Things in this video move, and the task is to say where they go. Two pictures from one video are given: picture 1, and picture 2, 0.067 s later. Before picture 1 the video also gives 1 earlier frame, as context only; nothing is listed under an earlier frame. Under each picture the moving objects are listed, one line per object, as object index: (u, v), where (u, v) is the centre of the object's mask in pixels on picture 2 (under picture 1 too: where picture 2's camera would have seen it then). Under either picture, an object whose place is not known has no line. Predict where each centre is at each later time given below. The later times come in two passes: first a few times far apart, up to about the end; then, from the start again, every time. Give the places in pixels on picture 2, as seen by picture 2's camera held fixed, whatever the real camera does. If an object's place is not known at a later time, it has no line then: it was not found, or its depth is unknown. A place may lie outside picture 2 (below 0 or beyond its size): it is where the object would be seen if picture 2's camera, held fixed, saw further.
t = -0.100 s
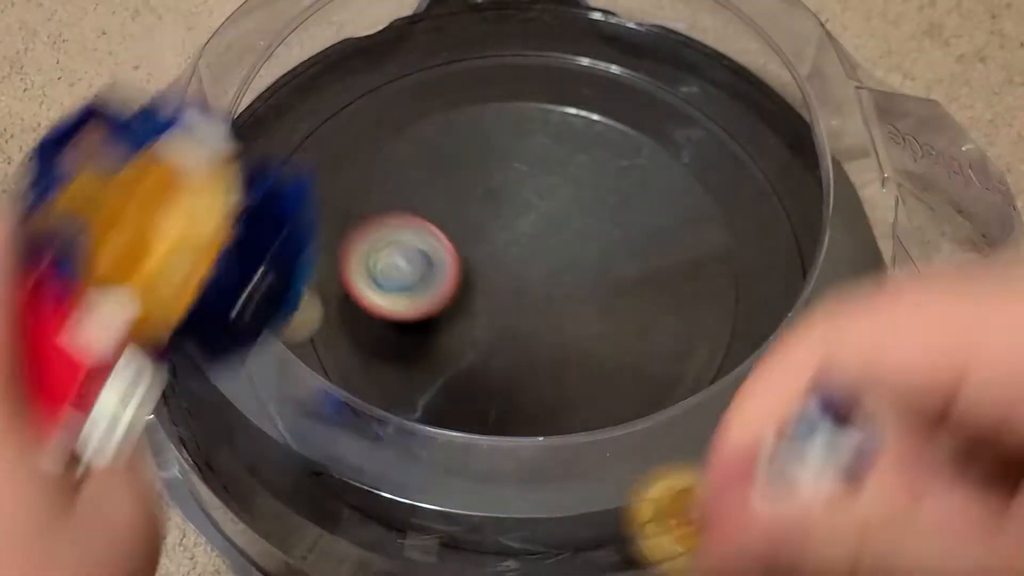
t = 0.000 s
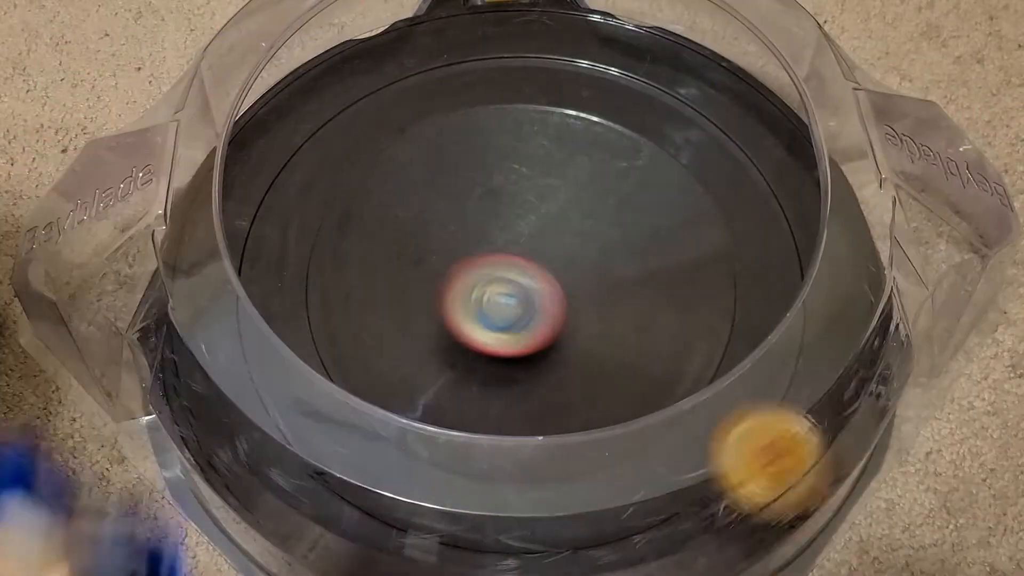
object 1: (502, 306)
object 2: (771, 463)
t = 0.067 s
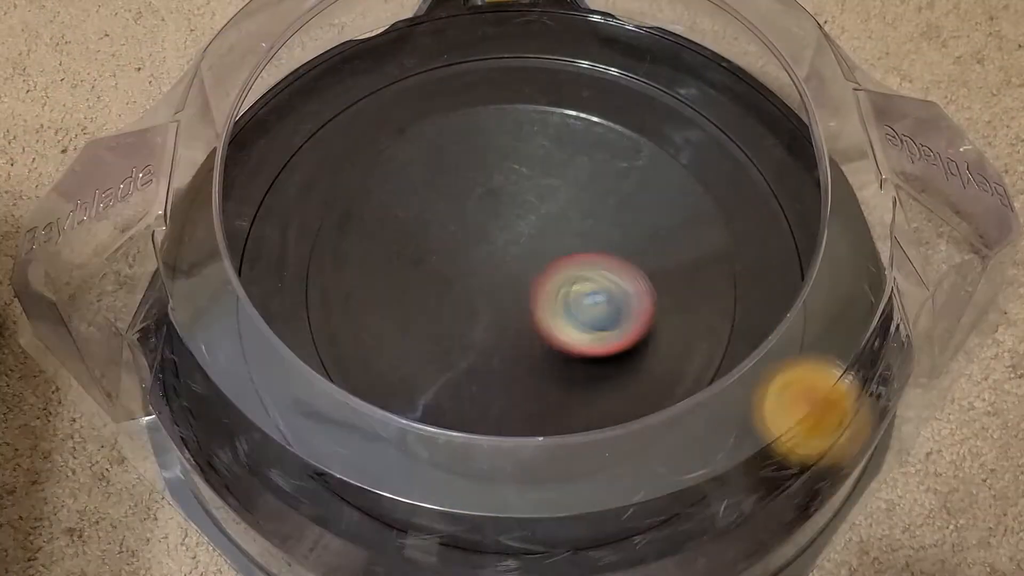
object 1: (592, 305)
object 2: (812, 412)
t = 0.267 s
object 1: (688, 154)
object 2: (824, 264)
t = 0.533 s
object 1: (380, 45)
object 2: (829, 158)
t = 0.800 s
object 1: (315, 445)
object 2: (667, 174)
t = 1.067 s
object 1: (828, 312)
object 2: (365, 280)
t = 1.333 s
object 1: (390, 37)
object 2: (342, 489)
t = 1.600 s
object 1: (445, 515)
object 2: (581, 538)
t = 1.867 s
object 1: (680, 245)
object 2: (868, 161)
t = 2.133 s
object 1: (471, 35)
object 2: (936, 248)
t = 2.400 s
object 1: (219, 237)
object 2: (944, 228)
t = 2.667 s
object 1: (430, 312)
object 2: (934, 219)
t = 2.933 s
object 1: (711, 173)
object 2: (934, 221)
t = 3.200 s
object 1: (613, 34)
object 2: (918, 217)
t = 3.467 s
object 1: (368, 81)
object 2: (911, 218)
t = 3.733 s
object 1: (361, 361)
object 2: (907, 217)
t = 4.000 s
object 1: (754, 417)
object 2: (896, 194)
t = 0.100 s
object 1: (632, 293)
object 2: (825, 384)
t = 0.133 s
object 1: (666, 278)
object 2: (826, 354)
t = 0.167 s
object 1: (694, 258)
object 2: (818, 320)
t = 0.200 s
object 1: (712, 236)
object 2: (814, 291)
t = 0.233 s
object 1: (707, 198)
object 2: (817, 275)
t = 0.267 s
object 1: (688, 154)
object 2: (824, 264)
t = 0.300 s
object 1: (661, 112)
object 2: (829, 253)
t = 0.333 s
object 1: (632, 78)
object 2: (835, 241)
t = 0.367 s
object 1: (603, 39)
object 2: (839, 228)
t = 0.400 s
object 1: (566, 24)
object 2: (841, 216)
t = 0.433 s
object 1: (525, 26)
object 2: (842, 203)
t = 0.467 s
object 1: (476, 27)
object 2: (839, 188)
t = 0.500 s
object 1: (431, 31)
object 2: (836, 172)
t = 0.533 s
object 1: (380, 45)
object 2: (829, 158)
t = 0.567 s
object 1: (334, 73)
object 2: (814, 156)
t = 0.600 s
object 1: (293, 104)
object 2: (785, 157)
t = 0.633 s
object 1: (268, 145)
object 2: (774, 156)
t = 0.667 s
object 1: (252, 194)
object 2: (756, 159)
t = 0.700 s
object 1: (255, 254)
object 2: (736, 159)
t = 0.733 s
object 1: (263, 315)
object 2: (715, 162)
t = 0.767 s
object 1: (284, 379)
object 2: (693, 167)
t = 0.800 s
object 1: (315, 445)
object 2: (667, 174)
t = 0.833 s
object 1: (367, 493)
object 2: (637, 181)
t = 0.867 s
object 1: (443, 522)
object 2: (602, 190)
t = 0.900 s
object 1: (521, 536)
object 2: (563, 201)
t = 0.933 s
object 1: (614, 530)
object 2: (519, 212)
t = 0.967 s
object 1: (697, 512)
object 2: (474, 227)
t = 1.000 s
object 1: (771, 470)
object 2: (434, 244)
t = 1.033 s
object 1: (820, 399)
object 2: (398, 262)
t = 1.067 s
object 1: (828, 312)
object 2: (365, 280)
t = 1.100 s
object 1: (817, 233)
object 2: (342, 301)
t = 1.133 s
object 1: (806, 160)
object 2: (328, 320)
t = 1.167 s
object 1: (748, 117)
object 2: (316, 348)
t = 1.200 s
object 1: (681, 86)
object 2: (317, 377)
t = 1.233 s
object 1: (610, 56)
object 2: (316, 406)
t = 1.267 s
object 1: (538, 36)
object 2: (318, 437)
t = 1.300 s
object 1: (462, 35)
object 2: (328, 462)
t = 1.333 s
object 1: (390, 37)
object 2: (342, 489)
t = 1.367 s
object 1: (329, 77)
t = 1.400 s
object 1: (278, 120)
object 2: (390, 528)
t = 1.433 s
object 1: (253, 182)
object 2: (426, 531)
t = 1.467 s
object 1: (245, 257)
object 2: (457, 534)
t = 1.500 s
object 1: (244, 335)
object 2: (490, 536)
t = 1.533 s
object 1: (282, 412)
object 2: (520, 539)
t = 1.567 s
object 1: (351, 476)
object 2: (550, 539)
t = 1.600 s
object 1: (445, 515)
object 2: (581, 538)
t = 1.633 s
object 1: (492, 488)
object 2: (652, 527)
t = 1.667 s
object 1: (529, 459)
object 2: (712, 480)
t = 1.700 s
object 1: (563, 442)
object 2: (766, 430)
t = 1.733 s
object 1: (602, 405)
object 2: (804, 368)
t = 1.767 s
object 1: (637, 370)
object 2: (832, 308)
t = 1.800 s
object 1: (663, 330)
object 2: (850, 255)
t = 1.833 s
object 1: (677, 289)
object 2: (869, 207)
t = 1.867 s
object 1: (680, 245)
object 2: (868, 161)
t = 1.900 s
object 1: (674, 206)
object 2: (873, 161)
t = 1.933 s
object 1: (661, 168)
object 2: (879, 170)
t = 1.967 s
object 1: (640, 132)
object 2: (901, 183)
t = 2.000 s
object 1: (613, 102)
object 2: (924, 199)
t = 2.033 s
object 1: (581, 76)
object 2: (942, 225)
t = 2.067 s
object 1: (546, 57)
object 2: (936, 257)
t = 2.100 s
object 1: (510, 42)
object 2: (946, 243)
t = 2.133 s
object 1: (471, 35)
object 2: (936, 248)
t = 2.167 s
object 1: (436, 39)
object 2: (925, 251)
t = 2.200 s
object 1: (398, 50)
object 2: (936, 259)
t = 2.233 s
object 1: (359, 64)
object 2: (941, 252)
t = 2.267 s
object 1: (316, 77)
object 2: (947, 250)
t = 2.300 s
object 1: (286, 110)
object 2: (950, 247)
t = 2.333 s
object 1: (266, 146)
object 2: (951, 236)
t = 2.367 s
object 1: (256, 188)
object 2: (949, 232)
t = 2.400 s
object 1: (219, 237)
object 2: (944, 228)
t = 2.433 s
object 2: (941, 225)
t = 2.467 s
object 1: (187, 329)
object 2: (939, 224)
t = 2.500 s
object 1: (221, 319)
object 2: (936, 218)
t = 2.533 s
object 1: (261, 317)
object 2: (935, 217)
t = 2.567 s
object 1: (301, 311)
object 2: (934, 218)
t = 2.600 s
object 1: (338, 310)
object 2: (934, 219)
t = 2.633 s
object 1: (382, 311)
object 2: (934, 219)
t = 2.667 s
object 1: (430, 312)
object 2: (934, 219)
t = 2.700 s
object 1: (479, 314)
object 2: (934, 219)
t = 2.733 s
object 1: (533, 311)
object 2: (934, 220)
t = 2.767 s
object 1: (584, 296)
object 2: (934, 220)
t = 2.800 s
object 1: (625, 276)
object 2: (934, 220)
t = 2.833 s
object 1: (660, 252)
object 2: (934, 220)
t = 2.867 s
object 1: (685, 226)
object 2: (934, 220)
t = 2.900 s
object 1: (703, 200)
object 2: (934, 221)
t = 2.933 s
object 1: (711, 173)
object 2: (934, 221)
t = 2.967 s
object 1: (713, 149)
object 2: (934, 221)
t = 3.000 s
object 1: (715, 123)
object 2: (934, 221)
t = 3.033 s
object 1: (712, 96)
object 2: (934, 221)
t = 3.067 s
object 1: (696, 77)
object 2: (934, 221)
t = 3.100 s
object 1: (680, 63)
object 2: (933, 221)
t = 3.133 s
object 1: (668, 44)
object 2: (932, 220)
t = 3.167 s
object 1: (643, 37)
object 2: (924, 219)
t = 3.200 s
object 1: (613, 34)
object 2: (918, 217)
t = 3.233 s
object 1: (581, 30)
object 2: (912, 216)
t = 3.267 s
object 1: (548, 28)
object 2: (915, 218)
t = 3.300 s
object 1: (513, 28)
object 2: (915, 218)
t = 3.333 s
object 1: (480, 30)
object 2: (913, 217)
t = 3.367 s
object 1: (450, 35)
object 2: (913, 217)
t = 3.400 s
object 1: (423, 43)
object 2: (911, 217)
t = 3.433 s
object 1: (396, 59)
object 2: (911, 217)
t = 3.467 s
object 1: (368, 81)
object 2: (911, 218)
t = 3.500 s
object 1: (343, 107)
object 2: (909, 218)
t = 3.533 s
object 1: (326, 136)
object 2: (908, 217)
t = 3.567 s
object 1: (315, 166)
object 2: (909, 218)
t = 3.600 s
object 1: (311, 199)
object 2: (908, 217)
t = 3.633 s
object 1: (312, 235)
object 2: (908, 217)
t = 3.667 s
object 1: (319, 276)
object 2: (908, 218)
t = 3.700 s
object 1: (337, 317)
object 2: (908, 217)
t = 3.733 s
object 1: (361, 361)
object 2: (907, 217)
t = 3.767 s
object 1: (397, 399)
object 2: (907, 217)
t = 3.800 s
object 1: (445, 430)
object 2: (906, 217)
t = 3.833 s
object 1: (499, 450)
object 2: (906, 216)
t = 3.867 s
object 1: (557, 455)
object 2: (905, 215)
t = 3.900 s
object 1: (615, 457)
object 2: (906, 215)
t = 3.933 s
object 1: (666, 448)
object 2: (904, 211)
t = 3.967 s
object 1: (714, 436)
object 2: (900, 203)
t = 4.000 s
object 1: (754, 417)
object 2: (896, 194)
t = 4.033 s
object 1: (781, 385)
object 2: (892, 188)
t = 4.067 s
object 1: (794, 345)
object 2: (888, 182)
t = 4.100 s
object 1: (801, 303)
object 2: (883, 180)
